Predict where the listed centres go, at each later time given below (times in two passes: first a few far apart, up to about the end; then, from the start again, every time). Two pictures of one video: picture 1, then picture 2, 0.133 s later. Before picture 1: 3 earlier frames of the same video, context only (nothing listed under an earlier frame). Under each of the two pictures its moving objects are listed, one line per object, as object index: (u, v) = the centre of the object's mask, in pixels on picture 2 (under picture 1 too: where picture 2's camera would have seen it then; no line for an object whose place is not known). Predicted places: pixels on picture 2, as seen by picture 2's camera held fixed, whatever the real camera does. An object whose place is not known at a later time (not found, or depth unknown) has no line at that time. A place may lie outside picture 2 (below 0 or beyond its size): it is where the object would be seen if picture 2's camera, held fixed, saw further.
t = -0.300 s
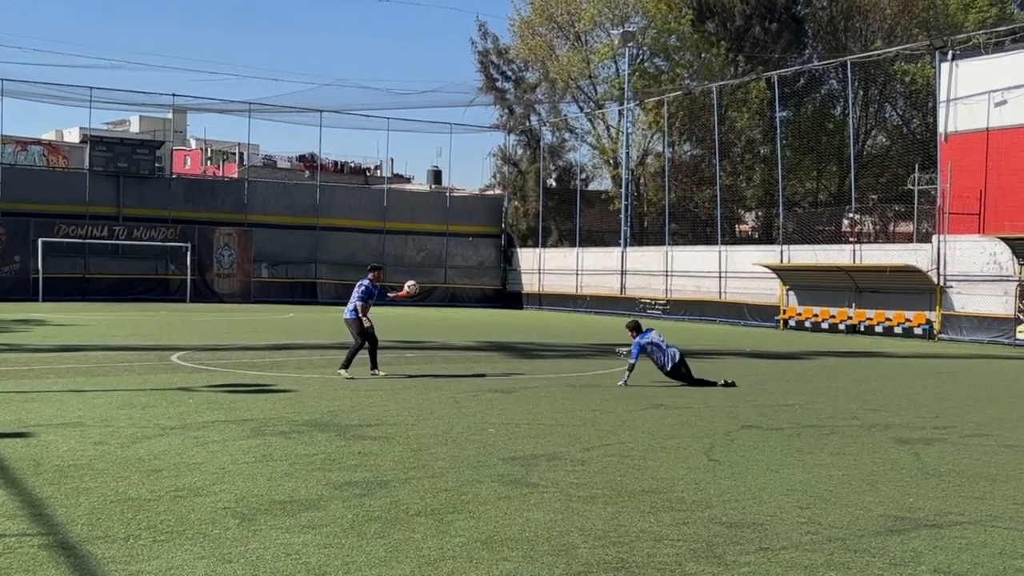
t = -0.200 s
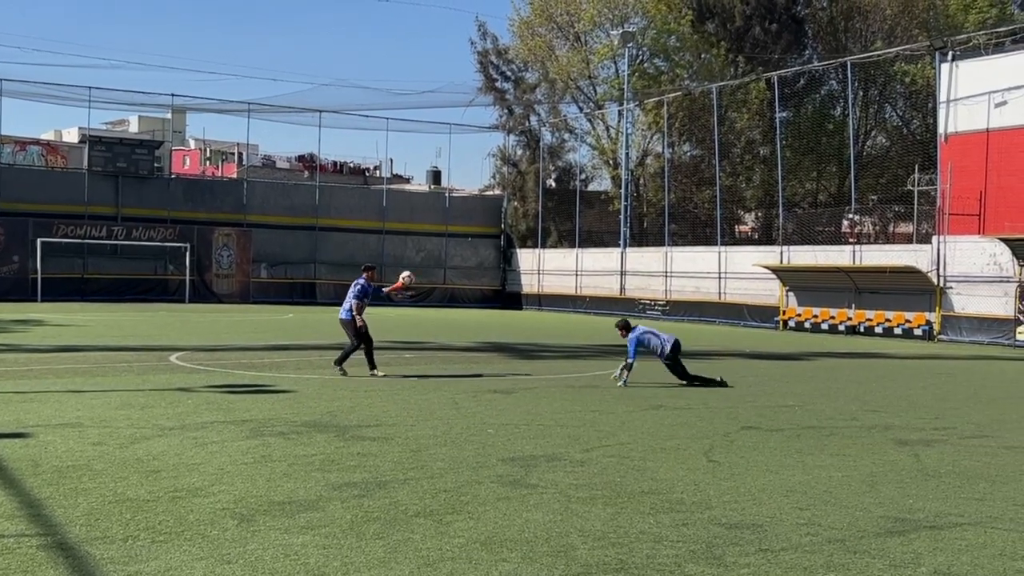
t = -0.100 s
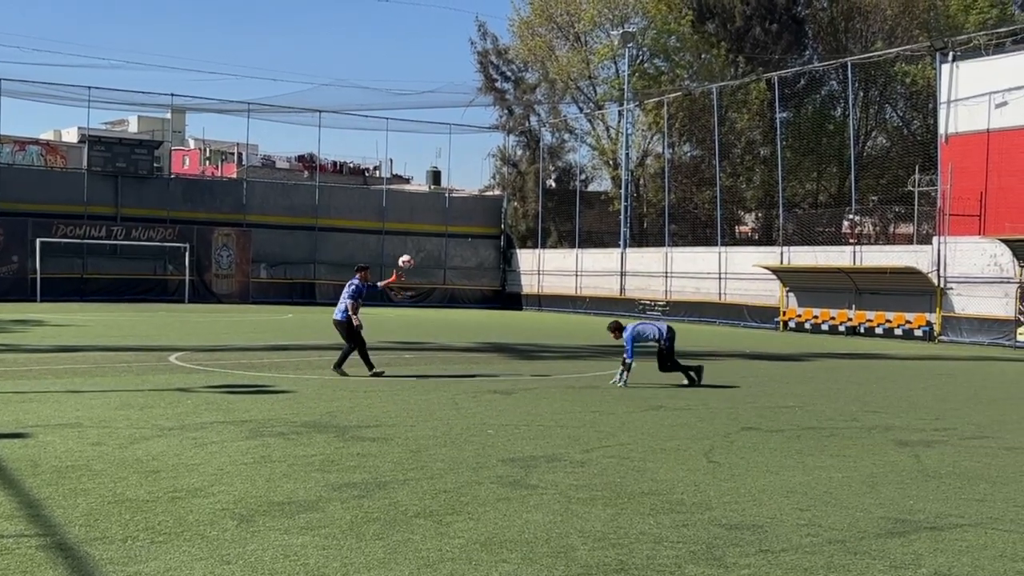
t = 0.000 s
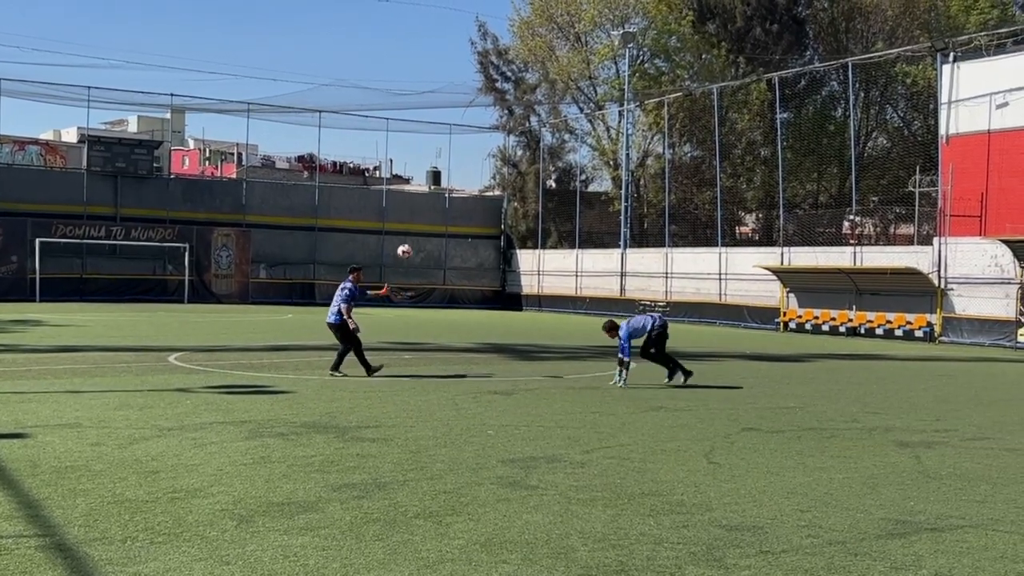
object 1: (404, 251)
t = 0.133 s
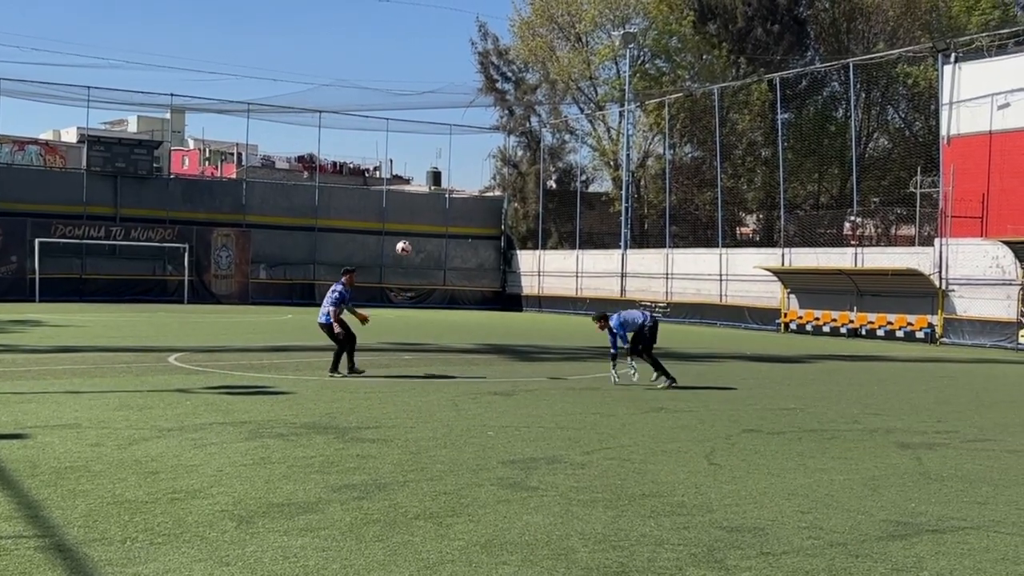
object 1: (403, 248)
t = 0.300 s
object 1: (401, 260)
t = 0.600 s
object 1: (395, 328)
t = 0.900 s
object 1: (393, 329)
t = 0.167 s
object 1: (403, 249)
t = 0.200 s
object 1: (402, 250)
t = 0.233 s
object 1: (402, 252)
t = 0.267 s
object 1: (402, 256)
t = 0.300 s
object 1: (401, 260)
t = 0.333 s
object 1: (401, 264)
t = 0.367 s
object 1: (400, 269)
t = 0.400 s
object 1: (400, 276)
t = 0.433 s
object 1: (399, 282)
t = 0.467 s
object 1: (399, 290)
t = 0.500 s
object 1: (398, 298)
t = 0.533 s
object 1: (397, 307)
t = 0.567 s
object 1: (396, 318)
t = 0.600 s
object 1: (395, 328)
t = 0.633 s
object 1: (394, 340)
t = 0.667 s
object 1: (394, 352)
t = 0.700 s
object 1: (393, 364)
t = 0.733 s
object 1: (392, 371)
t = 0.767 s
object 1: (392, 361)
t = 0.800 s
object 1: (393, 351)
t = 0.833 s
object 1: (393, 343)
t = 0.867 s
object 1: (393, 335)
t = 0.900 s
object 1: (393, 329)
